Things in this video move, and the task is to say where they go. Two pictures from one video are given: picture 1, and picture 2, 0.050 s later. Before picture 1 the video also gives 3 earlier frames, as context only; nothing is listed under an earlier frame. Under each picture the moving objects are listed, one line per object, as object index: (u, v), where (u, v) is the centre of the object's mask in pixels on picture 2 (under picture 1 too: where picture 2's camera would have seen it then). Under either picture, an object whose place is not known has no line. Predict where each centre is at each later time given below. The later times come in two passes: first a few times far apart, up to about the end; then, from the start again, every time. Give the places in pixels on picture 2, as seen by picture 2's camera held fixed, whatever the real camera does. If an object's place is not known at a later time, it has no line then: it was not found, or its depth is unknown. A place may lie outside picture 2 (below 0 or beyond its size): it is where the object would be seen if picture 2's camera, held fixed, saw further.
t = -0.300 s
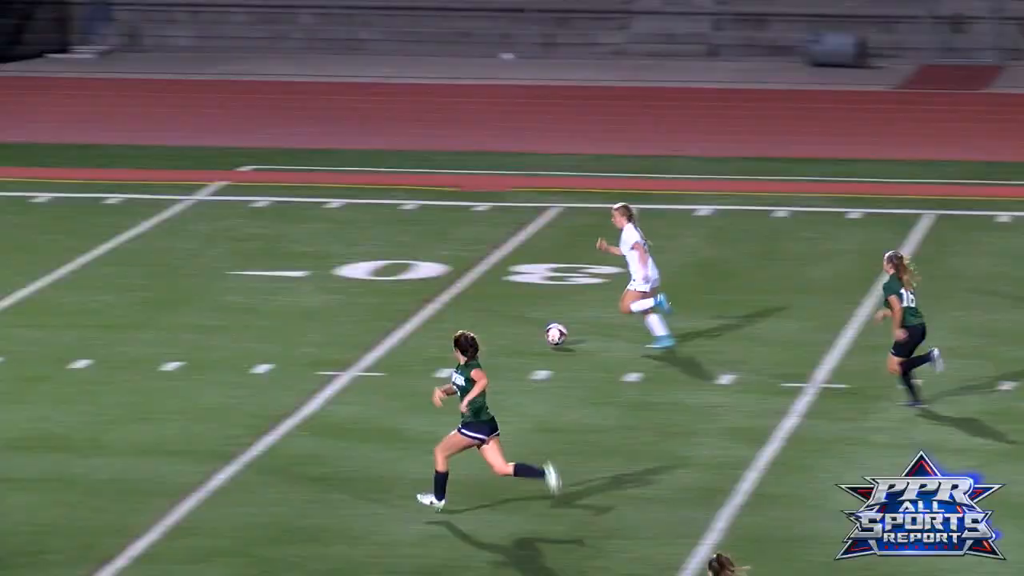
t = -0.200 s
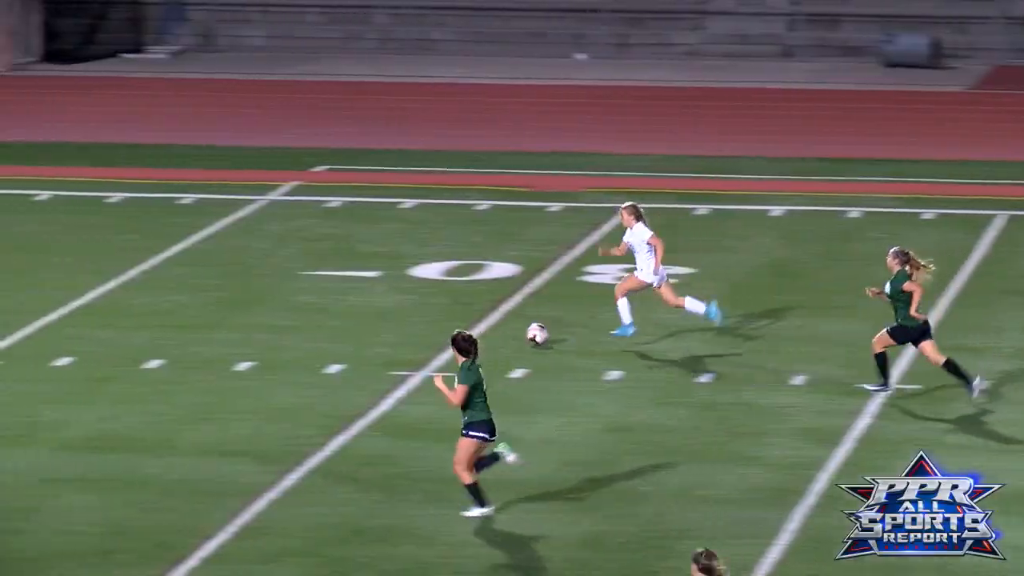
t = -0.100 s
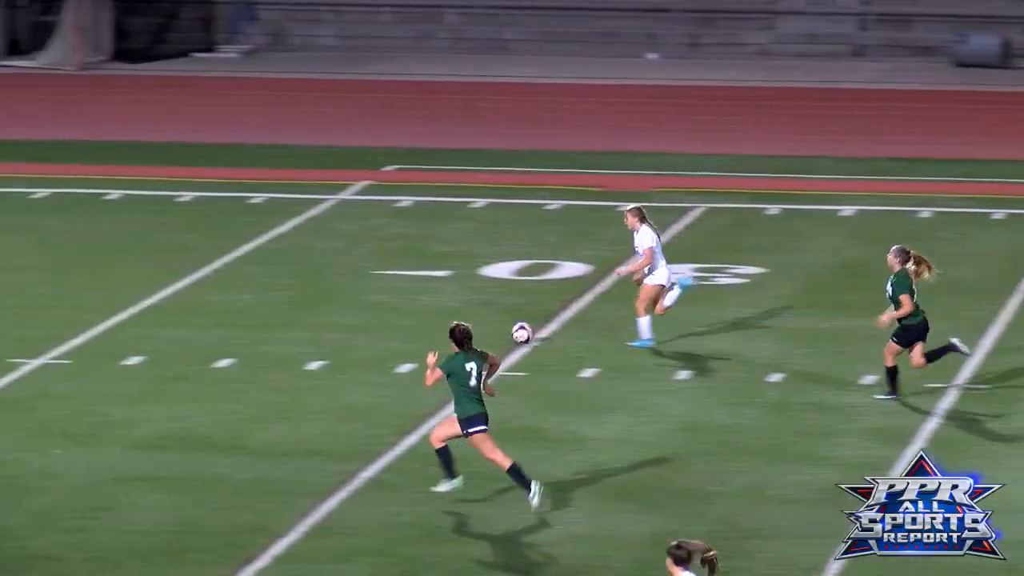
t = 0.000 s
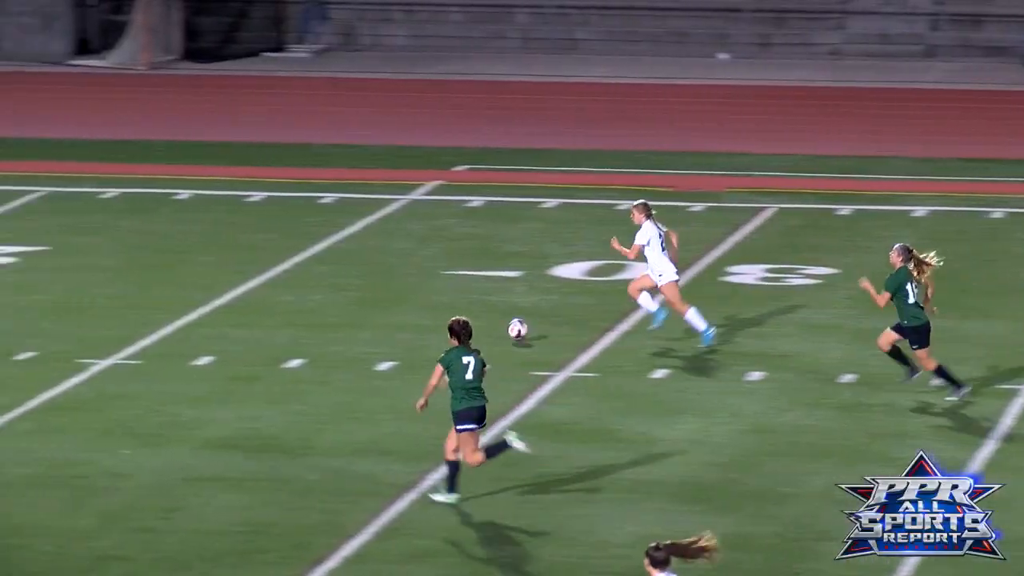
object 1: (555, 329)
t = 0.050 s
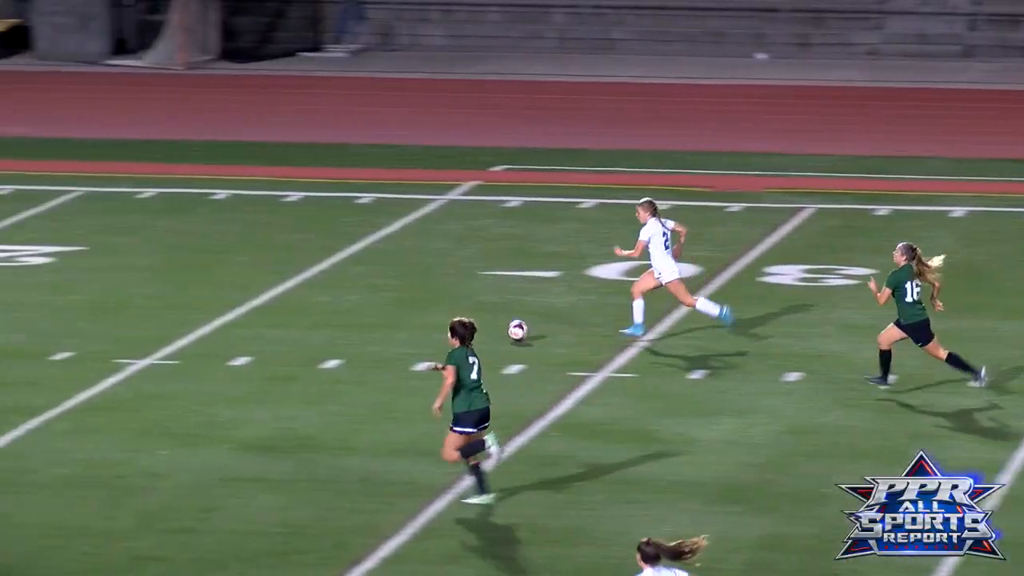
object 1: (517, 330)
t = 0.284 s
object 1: (375, 325)
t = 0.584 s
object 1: (207, 321)
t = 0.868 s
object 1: (54, 318)
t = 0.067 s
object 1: (505, 330)
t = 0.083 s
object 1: (495, 329)
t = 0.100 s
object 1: (484, 327)
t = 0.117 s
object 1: (474, 325)
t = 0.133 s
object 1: (465, 324)
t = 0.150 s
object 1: (454, 323)
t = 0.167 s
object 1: (444, 322)
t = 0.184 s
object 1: (434, 322)
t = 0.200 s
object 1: (424, 322)
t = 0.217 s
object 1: (414, 322)
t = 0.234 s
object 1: (404, 322)
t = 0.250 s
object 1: (395, 323)
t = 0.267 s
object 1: (385, 324)
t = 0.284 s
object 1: (375, 325)
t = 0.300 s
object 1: (365, 326)
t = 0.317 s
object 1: (355, 325)
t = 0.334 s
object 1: (346, 324)
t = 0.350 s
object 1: (337, 323)
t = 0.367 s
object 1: (327, 321)
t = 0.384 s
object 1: (318, 320)
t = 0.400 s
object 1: (308, 320)
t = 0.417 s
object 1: (299, 320)
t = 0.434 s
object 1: (289, 321)
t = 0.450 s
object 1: (280, 321)
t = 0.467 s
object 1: (271, 322)
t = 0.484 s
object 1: (262, 323)
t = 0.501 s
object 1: (252, 323)
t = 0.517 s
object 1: (243, 322)
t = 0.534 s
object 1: (234, 321)
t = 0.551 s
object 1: (225, 321)
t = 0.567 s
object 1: (216, 321)
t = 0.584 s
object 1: (207, 321)
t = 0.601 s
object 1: (198, 321)
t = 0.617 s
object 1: (189, 322)
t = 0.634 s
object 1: (179, 322)
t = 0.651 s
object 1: (170, 321)
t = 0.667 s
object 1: (161, 321)
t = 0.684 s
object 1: (152, 320)
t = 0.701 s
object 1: (143, 320)
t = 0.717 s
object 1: (134, 320)
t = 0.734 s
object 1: (125, 320)
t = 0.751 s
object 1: (117, 320)
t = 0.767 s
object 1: (107, 319)
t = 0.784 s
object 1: (99, 320)
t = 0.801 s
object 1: (89, 319)
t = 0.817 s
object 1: (81, 319)
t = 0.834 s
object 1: (72, 319)
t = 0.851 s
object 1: (63, 318)
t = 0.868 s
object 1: (54, 318)
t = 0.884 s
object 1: (45, 317)
